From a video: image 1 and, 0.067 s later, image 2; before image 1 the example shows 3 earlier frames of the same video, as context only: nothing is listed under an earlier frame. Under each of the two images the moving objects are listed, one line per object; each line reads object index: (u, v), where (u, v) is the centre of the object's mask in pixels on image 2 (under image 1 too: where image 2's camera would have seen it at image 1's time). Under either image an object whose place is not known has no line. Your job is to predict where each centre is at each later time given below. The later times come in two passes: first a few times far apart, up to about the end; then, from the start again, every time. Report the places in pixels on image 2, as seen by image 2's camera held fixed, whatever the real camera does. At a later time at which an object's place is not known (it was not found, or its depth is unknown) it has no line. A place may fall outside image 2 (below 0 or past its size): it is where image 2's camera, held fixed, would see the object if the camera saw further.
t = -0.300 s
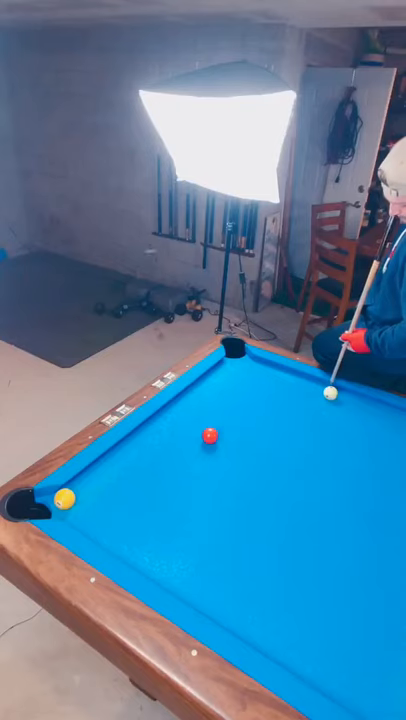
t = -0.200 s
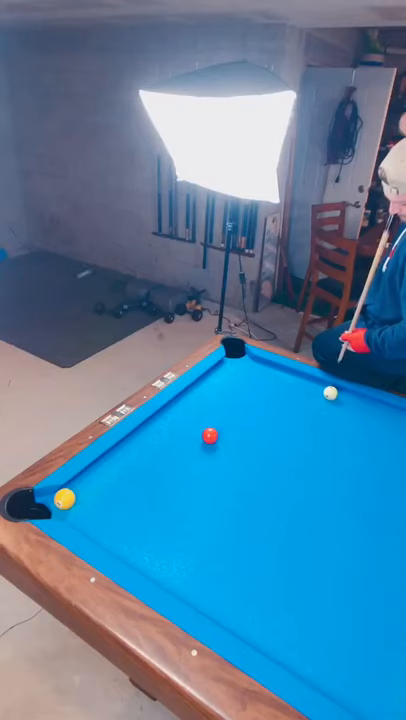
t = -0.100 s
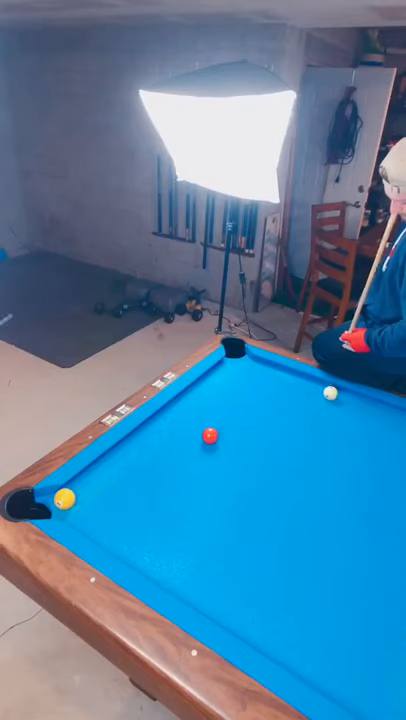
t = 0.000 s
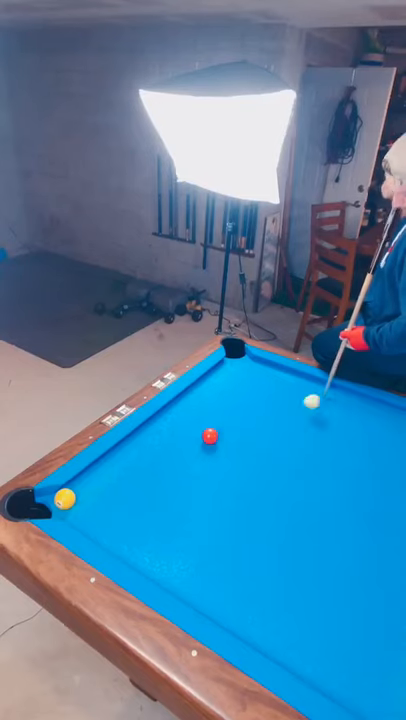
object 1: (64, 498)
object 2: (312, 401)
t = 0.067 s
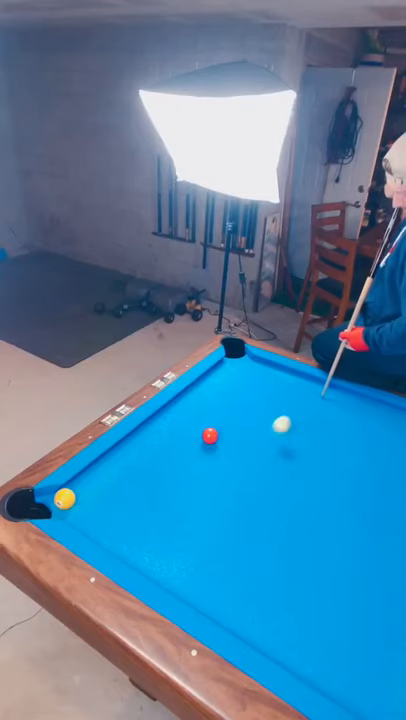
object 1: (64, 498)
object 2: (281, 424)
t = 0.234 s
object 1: (64, 498)
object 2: (171, 520)
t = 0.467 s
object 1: (64, 498)
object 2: (159, 465)
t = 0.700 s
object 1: (64, 498)
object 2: (198, 393)
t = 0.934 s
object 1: (64, 499)
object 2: (266, 366)
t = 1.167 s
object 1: (64, 499)
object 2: (255, 407)
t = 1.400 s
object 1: (64, 499)
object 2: (236, 444)
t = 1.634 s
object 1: (64, 498)
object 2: (210, 467)
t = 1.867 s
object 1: (64, 498)
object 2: (180, 481)
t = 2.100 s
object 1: (64, 498)
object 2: (149, 496)
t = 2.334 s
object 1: (64, 498)
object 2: (118, 510)
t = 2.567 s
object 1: (64, 498)
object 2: (86, 524)
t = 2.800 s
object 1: (64, 498)
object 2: (79, 510)
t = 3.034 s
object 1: (57, 495)
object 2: (84, 500)
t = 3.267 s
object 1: (53, 498)
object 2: (89, 493)
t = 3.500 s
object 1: (52, 500)
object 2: (93, 487)
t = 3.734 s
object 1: (51, 500)
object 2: (97, 483)
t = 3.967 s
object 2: (99, 479)
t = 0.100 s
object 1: (64, 498)
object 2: (263, 441)
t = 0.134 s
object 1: (64, 498)
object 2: (243, 463)
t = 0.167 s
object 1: (64, 498)
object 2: (221, 480)
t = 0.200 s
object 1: (64, 498)
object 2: (198, 498)
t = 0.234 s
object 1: (64, 498)
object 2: (171, 520)
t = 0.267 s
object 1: (64, 498)
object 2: (142, 541)
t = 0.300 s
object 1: (64, 498)
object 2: (126, 546)
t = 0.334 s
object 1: (64, 498)
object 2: (133, 523)
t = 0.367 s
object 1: (64, 498)
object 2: (141, 504)
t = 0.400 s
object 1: (64, 498)
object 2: (147, 489)
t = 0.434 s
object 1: (64, 499)
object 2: (153, 477)
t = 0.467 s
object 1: (64, 498)
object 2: (159, 465)
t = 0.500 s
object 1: (64, 498)
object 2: (163, 450)
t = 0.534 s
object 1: (64, 498)
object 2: (167, 439)
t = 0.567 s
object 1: (64, 498)
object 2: (171, 427)
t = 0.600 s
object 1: (64, 498)
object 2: (174, 416)
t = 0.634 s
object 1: (64, 498)
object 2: (177, 405)
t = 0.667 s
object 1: (64, 498)
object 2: (184, 398)
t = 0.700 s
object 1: (64, 498)
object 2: (198, 393)
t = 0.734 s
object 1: (64, 499)
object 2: (211, 389)
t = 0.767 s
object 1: (64, 498)
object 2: (223, 384)
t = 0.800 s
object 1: (64, 498)
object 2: (234, 379)
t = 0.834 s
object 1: (64, 499)
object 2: (244, 374)
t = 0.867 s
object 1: (64, 499)
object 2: (253, 370)
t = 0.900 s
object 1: (64, 499)
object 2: (262, 365)
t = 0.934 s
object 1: (64, 499)
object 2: (266, 366)
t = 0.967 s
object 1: (64, 498)
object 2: (265, 371)
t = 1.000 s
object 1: (64, 498)
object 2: (264, 378)
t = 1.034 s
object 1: (64, 498)
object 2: (262, 384)
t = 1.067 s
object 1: (64, 498)
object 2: (261, 389)
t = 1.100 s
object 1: (64, 498)
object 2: (259, 395)
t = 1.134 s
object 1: (64, 498)
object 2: (257, 401)
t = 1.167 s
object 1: (64, 499)
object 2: (255, 407)
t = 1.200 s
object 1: (64, 499)
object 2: (253, 413)
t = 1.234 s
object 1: (64, 498)
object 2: (250, 418)
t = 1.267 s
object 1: (64, 498)
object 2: (248, 424)
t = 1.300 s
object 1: (64, 498)
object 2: (245, 429)
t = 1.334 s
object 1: (64, 499)
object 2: (242, 435)
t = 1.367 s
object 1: (64, 499)
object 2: (239, 440)
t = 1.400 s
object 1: (64, 499)
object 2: (236, 444)
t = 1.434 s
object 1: (64, 499)
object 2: (233, 448)
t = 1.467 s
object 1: (64, 498)
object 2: (229, 452)
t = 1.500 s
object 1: (64, 499)
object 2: (226, 456)
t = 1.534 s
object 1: (64, 499)
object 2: (222, 459)
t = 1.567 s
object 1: (64, 499)
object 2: (218, 462)
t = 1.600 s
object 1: (64, 498)
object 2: (214, 465)
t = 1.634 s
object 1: (64, 498)
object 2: (210, 467)
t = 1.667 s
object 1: (64, 498)
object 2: (206, 469)
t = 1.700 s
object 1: (64, 498)
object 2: (201, 471)
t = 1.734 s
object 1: (64, 498)
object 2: (197, 473)
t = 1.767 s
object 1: (64, 498)
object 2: (193, 475)
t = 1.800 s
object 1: (64, 498)
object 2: (189, 477)
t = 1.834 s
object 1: (64, 498)
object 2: (184, 479)
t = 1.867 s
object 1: (64, 498)
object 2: (180, 481)
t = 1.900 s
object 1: (64, 498)
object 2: (176, 483)
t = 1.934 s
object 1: (64, 498)
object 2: (171, 485)
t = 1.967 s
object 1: (64, 498)
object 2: (167, 487)
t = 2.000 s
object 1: (64, 498)
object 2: (162, 489)
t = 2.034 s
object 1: (64, 498)
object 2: (158, 492)
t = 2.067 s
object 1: (64, 498)
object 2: (154, 494)
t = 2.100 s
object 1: (64, 498)
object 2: (149, 496)
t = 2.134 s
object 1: (64, 498)
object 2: (145, 498)
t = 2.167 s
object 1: (64, 498)
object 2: (140, 500)
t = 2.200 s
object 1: (64, 498)
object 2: (136, 502)
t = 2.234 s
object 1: (64, 498)
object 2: (131, 504)
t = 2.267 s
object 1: (64, 498)
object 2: (127, 506)
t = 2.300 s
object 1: (64, 498)
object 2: (122, 508)
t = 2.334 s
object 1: (64, 498)
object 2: (118, 510)
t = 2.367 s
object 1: (64, 498)
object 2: (113, 512)
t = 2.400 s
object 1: (64, 498)
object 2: (109, 514)
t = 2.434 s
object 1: (64, 498)
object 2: (104, 516)
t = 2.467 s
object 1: (64, 498)
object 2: (100, 518)
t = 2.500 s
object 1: (64, 498)
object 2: (95, 520)
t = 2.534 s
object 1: (64, 498)
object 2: (90, 522)
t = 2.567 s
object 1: (64, 498)
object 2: (86, 524)
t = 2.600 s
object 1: (64, 498)
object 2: (82, 524)
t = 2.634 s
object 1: (64, 498)
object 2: (82, 522)
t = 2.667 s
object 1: (64, 498)
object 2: (81, 519)
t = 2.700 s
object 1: (64, 498)
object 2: (80, 517)
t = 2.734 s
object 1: (64, 498)
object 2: (79, 514)
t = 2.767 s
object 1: (64, 498)
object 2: (79, 512)
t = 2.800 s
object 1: (64, 498)
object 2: (79, 510)
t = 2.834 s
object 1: (63, 498)
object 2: (79, 508)
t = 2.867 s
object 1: (62, 497)
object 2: (80, 507)
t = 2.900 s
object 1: (61, 496)
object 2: (80, 505)
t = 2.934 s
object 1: (60, 496)
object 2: (81, 504)
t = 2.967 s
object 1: (59, 495)
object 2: (82, 503)
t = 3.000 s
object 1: (58, 495)
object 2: (83, 502)
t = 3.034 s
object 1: (57, 495)
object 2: (84, 500)
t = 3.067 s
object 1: (56, 495)
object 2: (84, 499)
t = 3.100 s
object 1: (55, 496)
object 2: (85, 498)
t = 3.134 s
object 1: (55, 496)
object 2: (86, 497)
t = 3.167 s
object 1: (54, 497)
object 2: (86, 496)
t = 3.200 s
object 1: (54, 497)
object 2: (87, 495)
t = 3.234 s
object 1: (54, 498)
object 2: (88, 494)
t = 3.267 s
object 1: (53, 498)
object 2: (89, 493)
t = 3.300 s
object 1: (53, 499)
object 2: (89, 492)
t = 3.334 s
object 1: (53, 499)
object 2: (90, 491)
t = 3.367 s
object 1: (52, 499)
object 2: (91, 490)
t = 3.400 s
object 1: (52, 499)
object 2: (91, 490)
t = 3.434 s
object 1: (52, 499)
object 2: (92, 489)
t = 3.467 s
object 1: (52, 500)
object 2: (93, 488)
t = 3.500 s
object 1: (52, 500)
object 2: (93, 487)
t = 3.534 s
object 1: (52, 500)
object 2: (94, 487)
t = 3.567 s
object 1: (52, 500)
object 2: (94, 486)
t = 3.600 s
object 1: (52, 500)
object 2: (95, 485)
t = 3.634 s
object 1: (51, 500)
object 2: (95, 484)
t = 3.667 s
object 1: (51, 500)
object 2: (96, 484)
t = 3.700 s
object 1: (51, 500)
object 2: (96, 483)
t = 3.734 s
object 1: (51, 500)
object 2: (97, 483)
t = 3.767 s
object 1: (50, 500)
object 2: (97, 482)
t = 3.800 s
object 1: (50, 500)
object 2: (97, 482)
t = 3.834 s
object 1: (49, 501)
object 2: (98, 481)
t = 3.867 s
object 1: (48, 501)
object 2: (98, 481)
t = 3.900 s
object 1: (46, 502)
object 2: (98, 480)
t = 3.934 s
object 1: (43, 505)
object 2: (99, 479)
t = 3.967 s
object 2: (99, 479)
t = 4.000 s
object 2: (99, 479)
